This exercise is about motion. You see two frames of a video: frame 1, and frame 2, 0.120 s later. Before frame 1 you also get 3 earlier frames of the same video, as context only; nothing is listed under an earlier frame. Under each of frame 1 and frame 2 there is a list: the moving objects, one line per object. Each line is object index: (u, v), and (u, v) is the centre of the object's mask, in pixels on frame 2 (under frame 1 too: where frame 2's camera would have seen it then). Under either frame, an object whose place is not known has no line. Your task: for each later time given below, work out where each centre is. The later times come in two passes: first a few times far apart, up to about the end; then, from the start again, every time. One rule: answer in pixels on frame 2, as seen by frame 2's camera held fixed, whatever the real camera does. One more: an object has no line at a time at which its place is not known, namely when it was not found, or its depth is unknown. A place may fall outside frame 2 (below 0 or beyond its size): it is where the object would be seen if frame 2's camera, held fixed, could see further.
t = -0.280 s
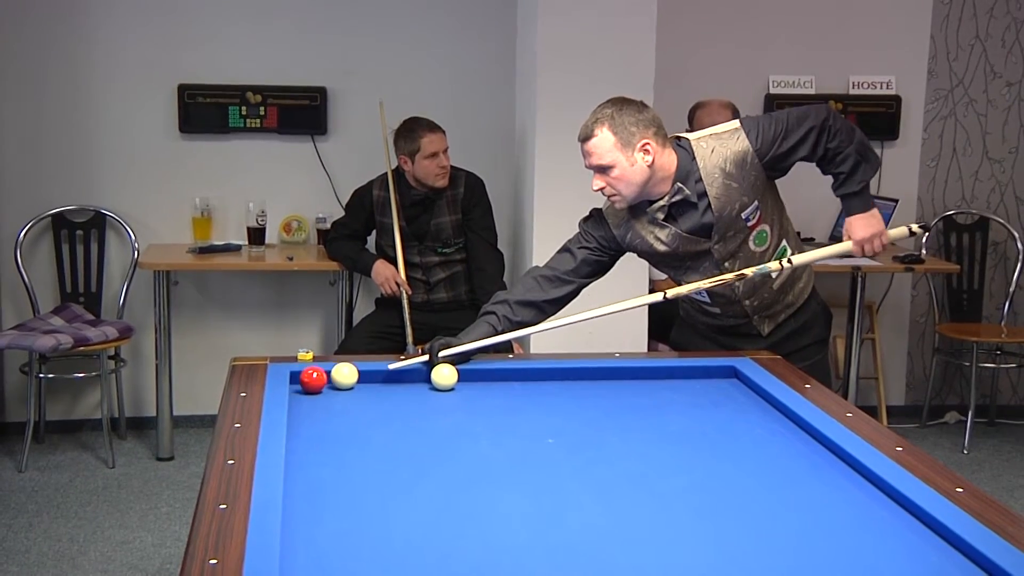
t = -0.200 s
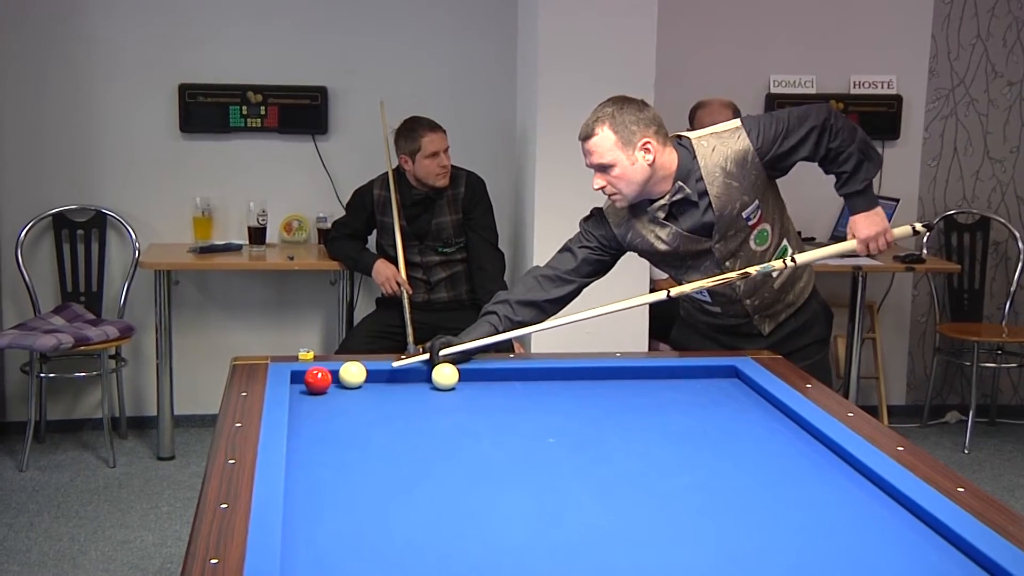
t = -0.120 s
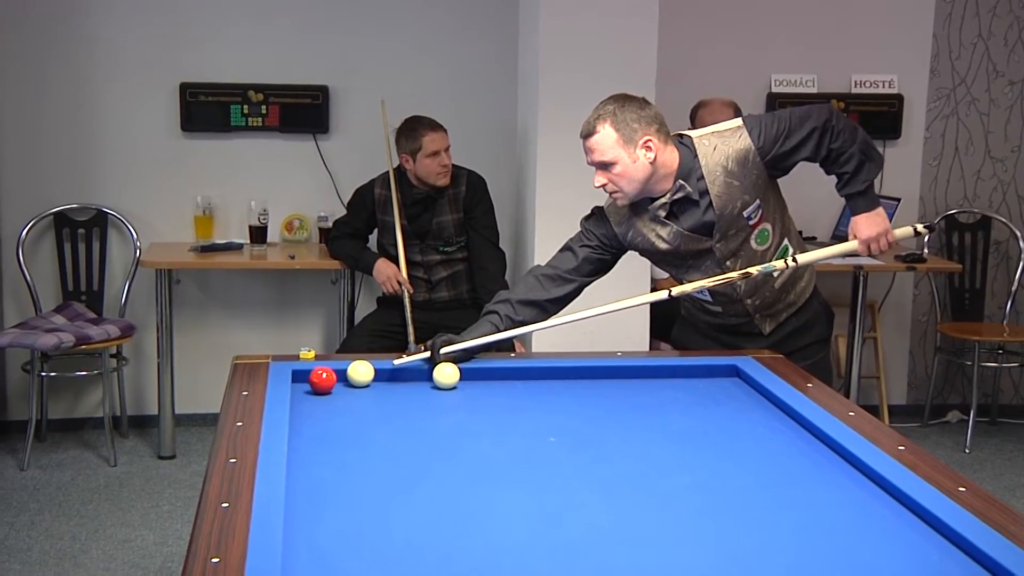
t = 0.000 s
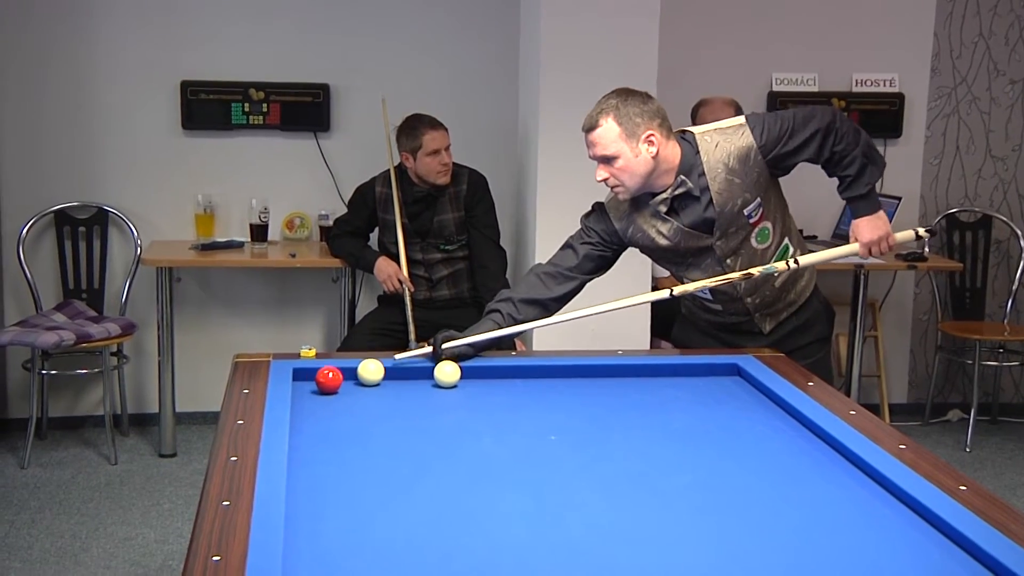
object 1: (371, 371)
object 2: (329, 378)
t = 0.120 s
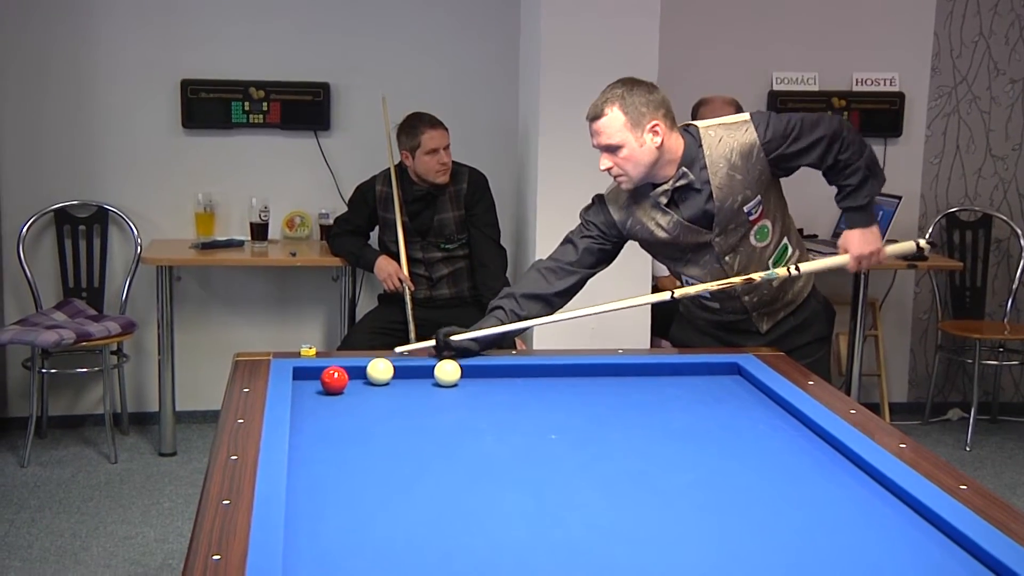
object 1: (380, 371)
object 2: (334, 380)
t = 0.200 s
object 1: (385, 371)
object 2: (337, 381)
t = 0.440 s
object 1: (402, 372)
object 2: (347, 383)
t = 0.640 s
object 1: (415, 373)
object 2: (355, 385)
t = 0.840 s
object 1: (422, 373)
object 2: (362, 387)
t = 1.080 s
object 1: (424, 374)
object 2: (369, 389)
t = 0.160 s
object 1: (383, 371)
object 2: (336, 380)
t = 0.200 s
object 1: (385, 371)
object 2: (337, 381)
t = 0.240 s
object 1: (388, 372)
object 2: (339, 381)
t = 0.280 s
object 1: (391, 372)
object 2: (341, 381)
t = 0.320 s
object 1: (394, 372)
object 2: (342, 382)
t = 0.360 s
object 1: (397, 372)
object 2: (344, 382)
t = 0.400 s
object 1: (399, 372)
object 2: (346, 383)
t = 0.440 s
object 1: (402, 372)
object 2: (347, 383)
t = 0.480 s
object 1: (405, 372)
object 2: (349, 383)
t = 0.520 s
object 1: (407, 372)
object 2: (350, 384)
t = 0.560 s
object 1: (410, 372)
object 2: (352, 384)
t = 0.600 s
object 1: (413, 373)
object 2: (353, 385)
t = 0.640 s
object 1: (415, 373)
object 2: (355, 385)
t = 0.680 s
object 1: (418, 373)
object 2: (356, 386)
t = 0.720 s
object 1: (420, 373)
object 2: (358, 386)
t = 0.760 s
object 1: (421, 373)
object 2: (359, 386)
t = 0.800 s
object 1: (422, 373)
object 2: (360, 387)
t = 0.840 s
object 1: (422, 373)
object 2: (362, 387)
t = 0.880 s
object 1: (423, 373)
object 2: (363, 387)
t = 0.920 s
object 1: (423, 373)
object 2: (365, 388)
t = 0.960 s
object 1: (423, 373)
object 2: (366, 388)
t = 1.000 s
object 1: (424, 374)
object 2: (367, 388)
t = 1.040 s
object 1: (424, 374)
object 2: (368, 389)
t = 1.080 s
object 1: (424, 374)
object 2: (369, 389)
